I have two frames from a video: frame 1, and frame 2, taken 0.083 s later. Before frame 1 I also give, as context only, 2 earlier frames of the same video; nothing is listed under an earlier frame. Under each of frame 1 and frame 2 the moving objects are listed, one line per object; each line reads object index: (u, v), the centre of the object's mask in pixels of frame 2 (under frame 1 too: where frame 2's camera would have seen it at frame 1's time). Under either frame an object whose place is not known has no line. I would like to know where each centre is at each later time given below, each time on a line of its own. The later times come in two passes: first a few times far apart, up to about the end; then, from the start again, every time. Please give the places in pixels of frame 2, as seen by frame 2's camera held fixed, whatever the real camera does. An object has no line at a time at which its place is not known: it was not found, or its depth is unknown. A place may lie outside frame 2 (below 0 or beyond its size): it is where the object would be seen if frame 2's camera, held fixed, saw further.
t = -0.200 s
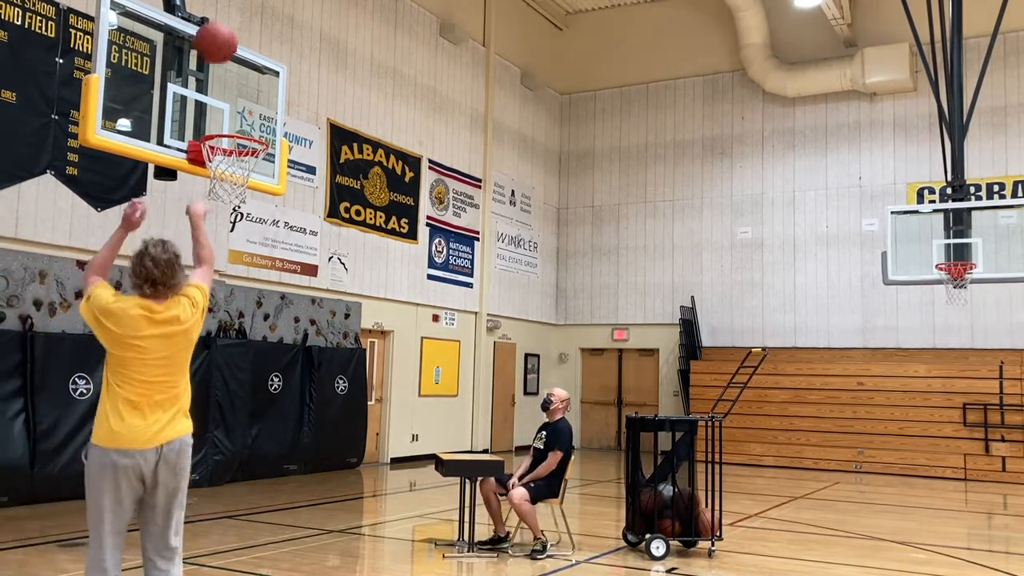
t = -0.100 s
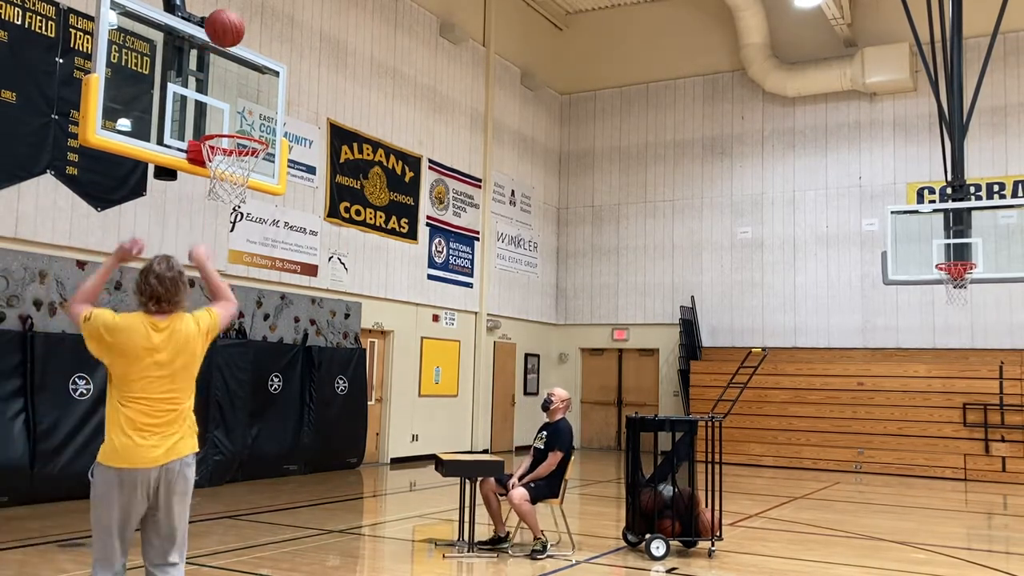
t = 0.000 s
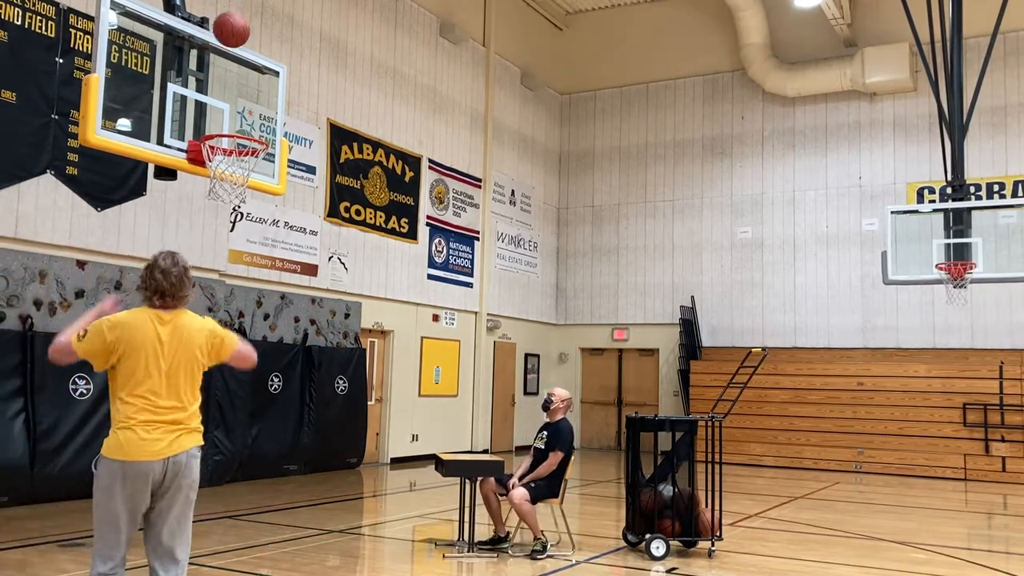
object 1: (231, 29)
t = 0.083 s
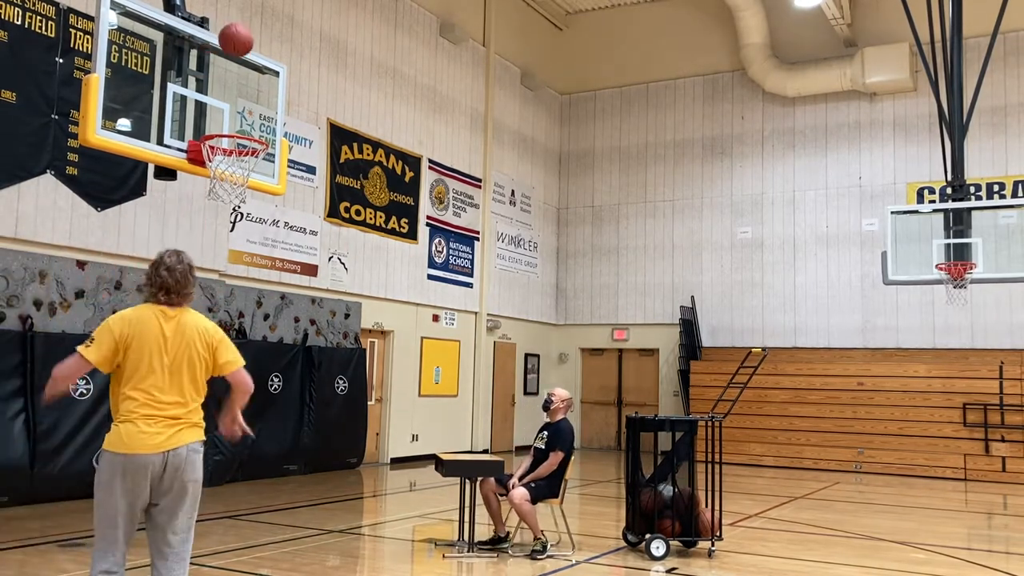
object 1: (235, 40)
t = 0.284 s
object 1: (256, 89)
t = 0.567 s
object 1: (367, 196)
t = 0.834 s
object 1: (459, 383)
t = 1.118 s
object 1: (539, 351)
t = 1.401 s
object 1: (611, 313)
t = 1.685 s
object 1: (681, 370)
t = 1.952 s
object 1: (721, 358)
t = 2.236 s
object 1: (746, 349)
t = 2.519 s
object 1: (730, 361)
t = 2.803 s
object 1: (694, 391)
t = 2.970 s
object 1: (669, 392)
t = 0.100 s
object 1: (237, 42)
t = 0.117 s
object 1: (237, 46)
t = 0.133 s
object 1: (238, 50)
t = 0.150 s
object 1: (239, 54)
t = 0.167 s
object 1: (240, 58)
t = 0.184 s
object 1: (240, 63)
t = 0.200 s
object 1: (240, 68)
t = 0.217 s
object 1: (241, 73)
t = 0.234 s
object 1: (241, 78)
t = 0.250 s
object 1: (244, 83)
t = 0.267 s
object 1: (250, 85)
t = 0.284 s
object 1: (256, 89)
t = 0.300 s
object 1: (263, 92)
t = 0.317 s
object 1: (270, 97)
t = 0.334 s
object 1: (277, 101)
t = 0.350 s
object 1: (284, 106)
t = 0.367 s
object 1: (290, 111)
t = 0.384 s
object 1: (296, 116)
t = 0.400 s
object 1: (303, 121)
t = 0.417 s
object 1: (309, 128)
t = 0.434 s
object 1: (315, 134)
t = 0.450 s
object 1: (323, 142)
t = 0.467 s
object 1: (329, 149)
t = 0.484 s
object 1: (335, 156)
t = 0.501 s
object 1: (342, 163)
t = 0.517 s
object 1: (347, 171)
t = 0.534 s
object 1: (353, 179)
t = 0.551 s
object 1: (359, 188)
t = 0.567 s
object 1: (367, 196)
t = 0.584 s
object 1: (372, 206)
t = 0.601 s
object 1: (378, 217)
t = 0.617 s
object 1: (384, 224)
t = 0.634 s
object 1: (390, 236)
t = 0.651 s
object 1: (396, 246)
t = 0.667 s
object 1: (402, 257)
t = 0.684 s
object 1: (408, 268)
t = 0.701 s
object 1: (414, 280)
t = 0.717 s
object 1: (420, 291)
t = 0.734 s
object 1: (425, 303)
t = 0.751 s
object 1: (430, 316)
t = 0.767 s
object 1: (437, 329)
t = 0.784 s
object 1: (442, 341)
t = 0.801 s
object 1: (448, 356)
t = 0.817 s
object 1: (454, 369)
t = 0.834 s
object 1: (459, 383)
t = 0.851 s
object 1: (465, 399)
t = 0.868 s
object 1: (470, 412)
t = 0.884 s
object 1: (475, 428)
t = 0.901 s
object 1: (481, 442)
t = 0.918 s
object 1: (487, 437)
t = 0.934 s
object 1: (491, 427)
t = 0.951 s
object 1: (495, 419)
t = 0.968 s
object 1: (500, 411)
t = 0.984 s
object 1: (505, 403)
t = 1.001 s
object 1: (510, 396)
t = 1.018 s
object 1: (514, 389)
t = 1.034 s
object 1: (518, 381)
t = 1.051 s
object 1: (521, 375)
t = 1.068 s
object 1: (526, 368)
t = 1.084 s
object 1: (531, 362)
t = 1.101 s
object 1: (536, 356)
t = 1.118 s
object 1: (539, 351)
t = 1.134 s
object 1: (544, 347)
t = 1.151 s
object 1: (548, 342)
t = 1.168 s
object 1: (553, 338)
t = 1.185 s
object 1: (557, 334)
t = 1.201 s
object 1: (561, 330)
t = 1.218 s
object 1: (565, 327)
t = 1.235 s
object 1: (570, 324)
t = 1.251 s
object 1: (574, 321)
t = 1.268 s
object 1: (578, 319)
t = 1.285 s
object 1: (582, 317)
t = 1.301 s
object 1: (586, 316)
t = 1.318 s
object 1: (590, 315)
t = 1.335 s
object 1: (595, 314)
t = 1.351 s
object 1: (599, 313)
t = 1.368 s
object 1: (603, 313)
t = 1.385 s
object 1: (607, 313)
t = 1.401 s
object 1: (611, 313)
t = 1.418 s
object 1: (615, 314)
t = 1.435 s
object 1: (619, 315)
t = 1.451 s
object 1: (623, 316)
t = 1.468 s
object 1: (628, 318)
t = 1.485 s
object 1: (632, 320)
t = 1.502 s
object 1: (636, 323)
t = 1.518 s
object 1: (640, 325)
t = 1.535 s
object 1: (644, 328)
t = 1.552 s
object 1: (649, 332)
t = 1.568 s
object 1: (653, 335)
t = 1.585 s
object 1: (657, 339)
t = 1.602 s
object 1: (661, 343)
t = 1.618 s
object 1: (665, 348)
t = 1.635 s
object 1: (670, 353)
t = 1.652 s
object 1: (674, 358)
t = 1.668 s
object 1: (677, 364)
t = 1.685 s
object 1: (681, 370)
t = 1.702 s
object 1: (685, 376)
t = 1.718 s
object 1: (689, 383)
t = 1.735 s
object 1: (694, 390)
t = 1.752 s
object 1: (698, 397)
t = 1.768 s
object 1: (702, 403)
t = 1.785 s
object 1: (704, 398)
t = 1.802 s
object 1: (705, 394)
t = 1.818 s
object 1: (708, 387)
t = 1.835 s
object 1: (709, 383)
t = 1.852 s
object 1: (711, 378)
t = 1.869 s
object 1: (714, 375)
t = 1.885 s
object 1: (715, 370)
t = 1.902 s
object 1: (717, 367)
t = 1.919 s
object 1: (718, 364)
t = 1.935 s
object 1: (721, 362)
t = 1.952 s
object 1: (721, 358)
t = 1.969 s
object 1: (723, 356)
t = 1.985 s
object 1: (725, 354)
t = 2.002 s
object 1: (728, 353)
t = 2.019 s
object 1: (729, 352)
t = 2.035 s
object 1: (731, 351)
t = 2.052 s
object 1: (733, 350)
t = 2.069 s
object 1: (734, 351)
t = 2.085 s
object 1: (736, 351)
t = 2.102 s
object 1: (738, 351)
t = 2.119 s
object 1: (740, 351)
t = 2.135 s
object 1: (741, 352)
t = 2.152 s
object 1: (743, 354)
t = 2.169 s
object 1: (745, 352)
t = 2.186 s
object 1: (746, 351)
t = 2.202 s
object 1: (746, 350)
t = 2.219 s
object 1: (746, 350)
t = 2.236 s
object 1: (746, 349)
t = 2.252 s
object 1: (746, 349)
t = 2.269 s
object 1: (744, 349)
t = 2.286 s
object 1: (744, 349)
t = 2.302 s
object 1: (743, 349)
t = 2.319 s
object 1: (742, 350)
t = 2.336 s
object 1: (741, 352)
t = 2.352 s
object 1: (740, 353)
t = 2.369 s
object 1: (740, 353)
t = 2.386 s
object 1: (739, 354)
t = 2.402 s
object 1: (738, 354)
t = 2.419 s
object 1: (737, 354)
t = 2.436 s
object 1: (736, 355)
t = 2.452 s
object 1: (735, 356)
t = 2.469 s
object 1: (734, 357)
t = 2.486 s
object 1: (733, 358)
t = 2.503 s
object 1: (731, 359)
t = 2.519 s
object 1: (730, 361)
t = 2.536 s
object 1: (729, 363)
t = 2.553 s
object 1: (727, 365)
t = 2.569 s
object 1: (726, 368)
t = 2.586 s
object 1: (724, 369)
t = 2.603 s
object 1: (722, 369)
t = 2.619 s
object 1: (720, 369)
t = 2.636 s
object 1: (718, 369)
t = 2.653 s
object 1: (715, 370)
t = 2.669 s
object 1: (713, 371)
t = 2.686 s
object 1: (711, 373)
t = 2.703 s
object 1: (708, 374)
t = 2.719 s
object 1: (706, 376)
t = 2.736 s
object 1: (703, 378)
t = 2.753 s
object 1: (701, 381)
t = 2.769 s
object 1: (699, 384)
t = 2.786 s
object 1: (697, 387)
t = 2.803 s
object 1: (694, 391)
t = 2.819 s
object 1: (692, 395)
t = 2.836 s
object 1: (690, 399)
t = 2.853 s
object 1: (688, 400)
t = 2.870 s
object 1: (685, 399)
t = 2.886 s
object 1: (682, 397)
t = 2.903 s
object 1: (680, 395)
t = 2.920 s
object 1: (677, 394)
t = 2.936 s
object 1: (675, 393)
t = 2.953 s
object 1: (672, 392)
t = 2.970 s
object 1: (669, 392)
